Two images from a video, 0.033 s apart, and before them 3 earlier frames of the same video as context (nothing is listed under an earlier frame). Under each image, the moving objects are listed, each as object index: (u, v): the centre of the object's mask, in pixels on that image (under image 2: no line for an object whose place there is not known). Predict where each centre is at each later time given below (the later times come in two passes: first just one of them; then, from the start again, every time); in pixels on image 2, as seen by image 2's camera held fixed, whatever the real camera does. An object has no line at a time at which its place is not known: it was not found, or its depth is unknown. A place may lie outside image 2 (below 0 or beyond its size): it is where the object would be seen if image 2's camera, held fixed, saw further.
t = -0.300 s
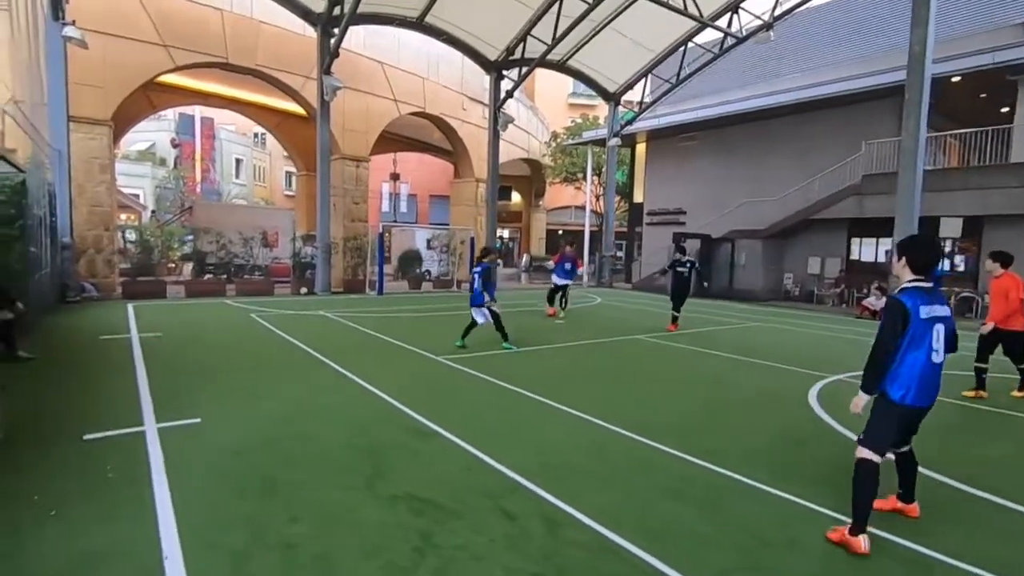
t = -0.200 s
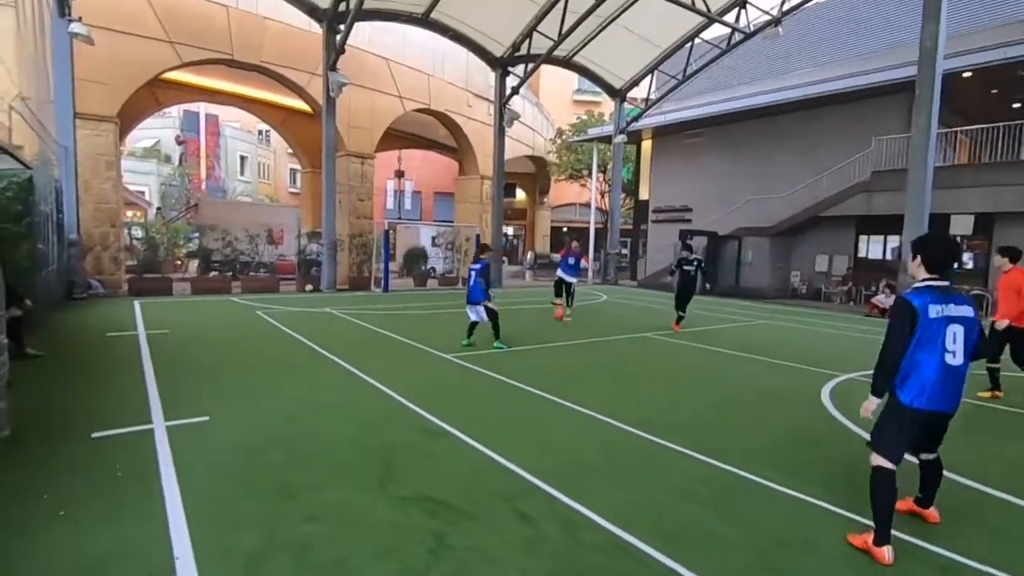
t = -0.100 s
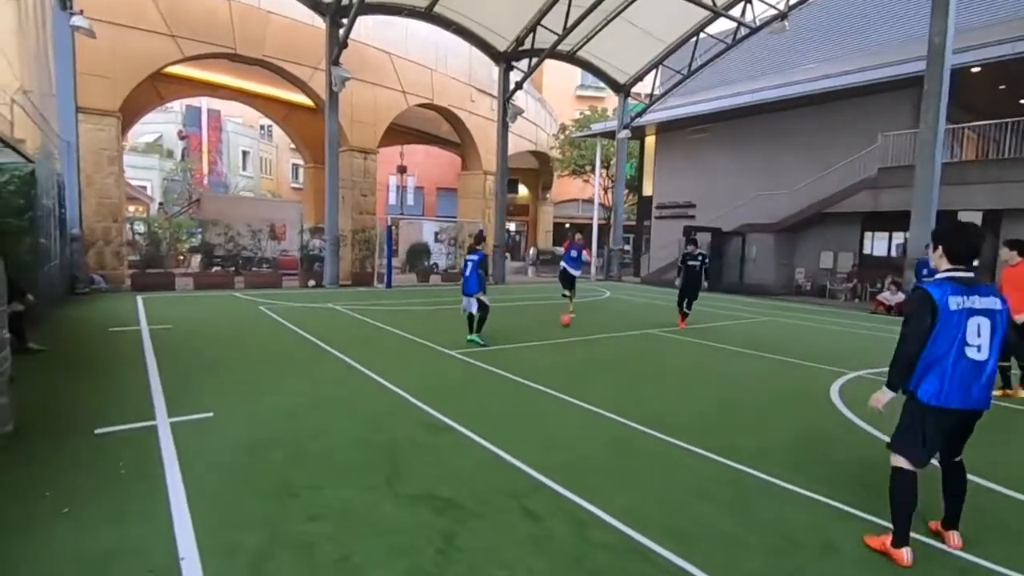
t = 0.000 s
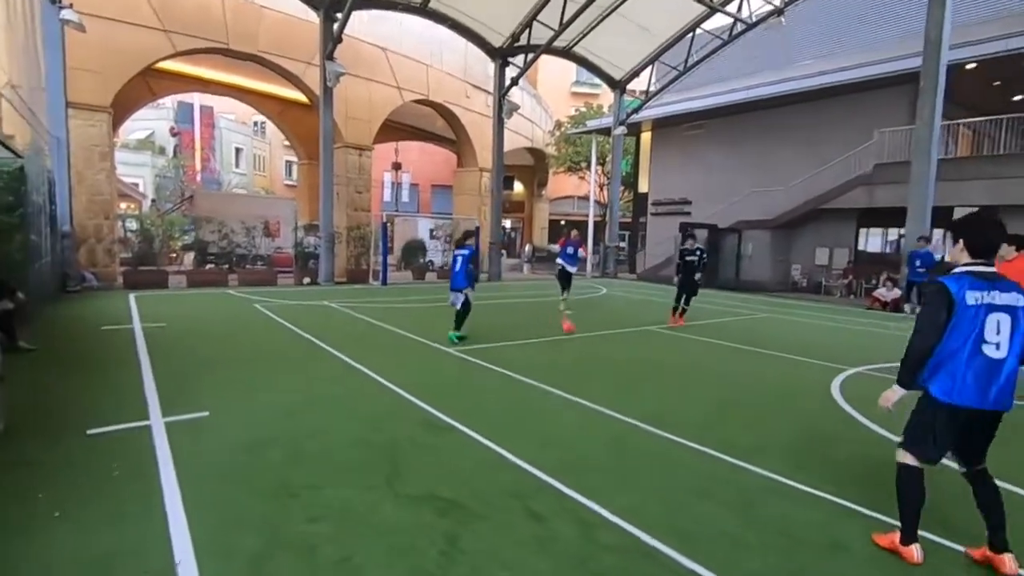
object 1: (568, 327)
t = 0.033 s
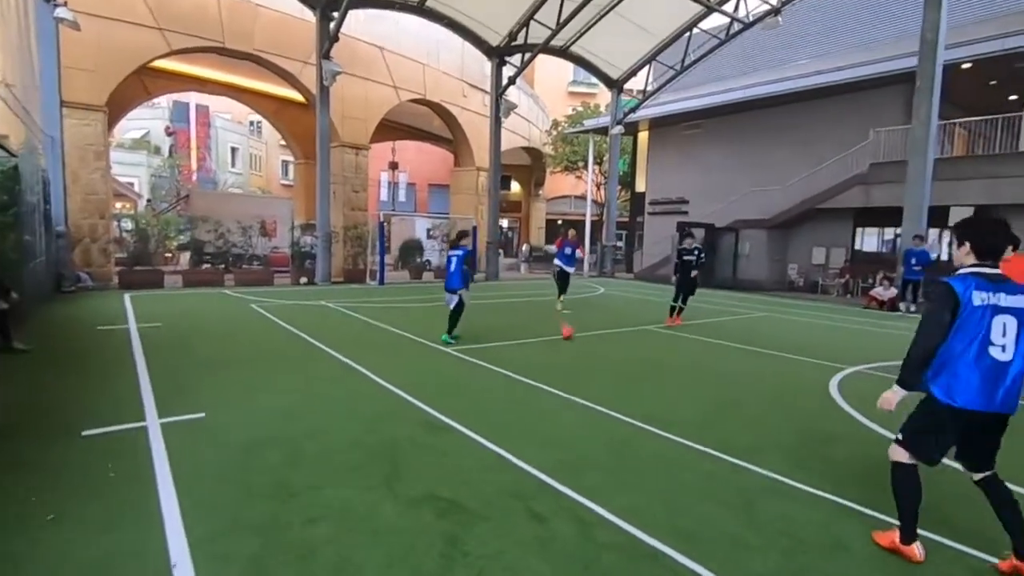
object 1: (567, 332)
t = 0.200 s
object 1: (575, 361)
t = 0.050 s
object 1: (568, 335)
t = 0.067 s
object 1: (569, 338)
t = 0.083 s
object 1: (570, 341)
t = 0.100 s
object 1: (570, 344)
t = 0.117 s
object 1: (571, 346)
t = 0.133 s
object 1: (572, 349)
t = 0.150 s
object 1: (573, 353)
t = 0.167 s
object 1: (574, 356)
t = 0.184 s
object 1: (575, 358)
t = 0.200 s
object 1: (575, 361)
